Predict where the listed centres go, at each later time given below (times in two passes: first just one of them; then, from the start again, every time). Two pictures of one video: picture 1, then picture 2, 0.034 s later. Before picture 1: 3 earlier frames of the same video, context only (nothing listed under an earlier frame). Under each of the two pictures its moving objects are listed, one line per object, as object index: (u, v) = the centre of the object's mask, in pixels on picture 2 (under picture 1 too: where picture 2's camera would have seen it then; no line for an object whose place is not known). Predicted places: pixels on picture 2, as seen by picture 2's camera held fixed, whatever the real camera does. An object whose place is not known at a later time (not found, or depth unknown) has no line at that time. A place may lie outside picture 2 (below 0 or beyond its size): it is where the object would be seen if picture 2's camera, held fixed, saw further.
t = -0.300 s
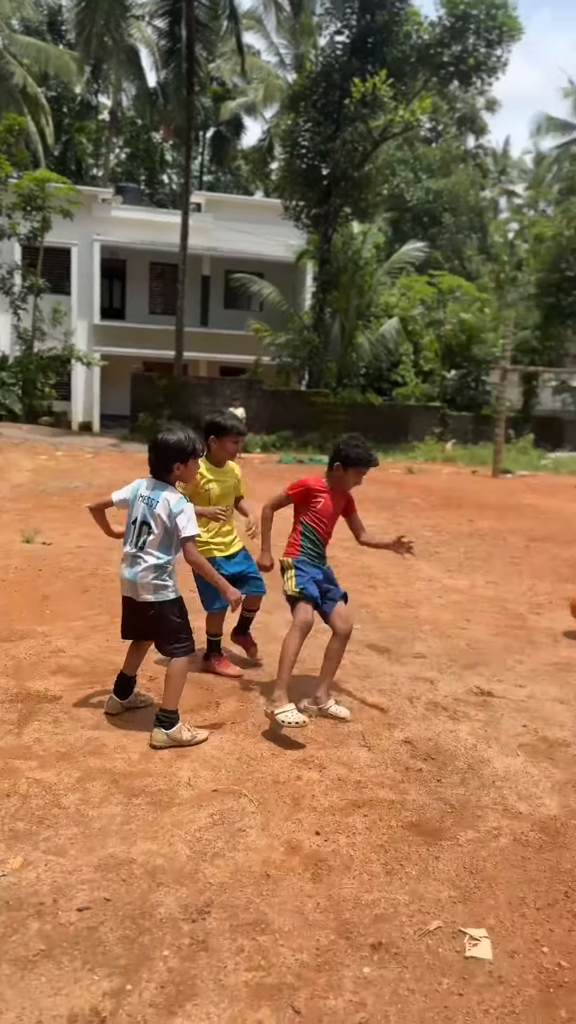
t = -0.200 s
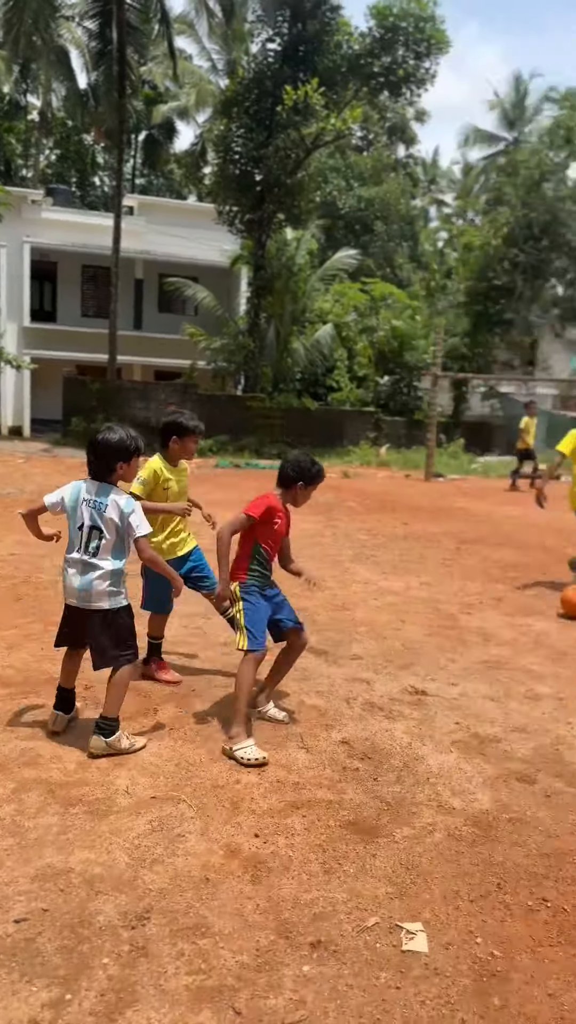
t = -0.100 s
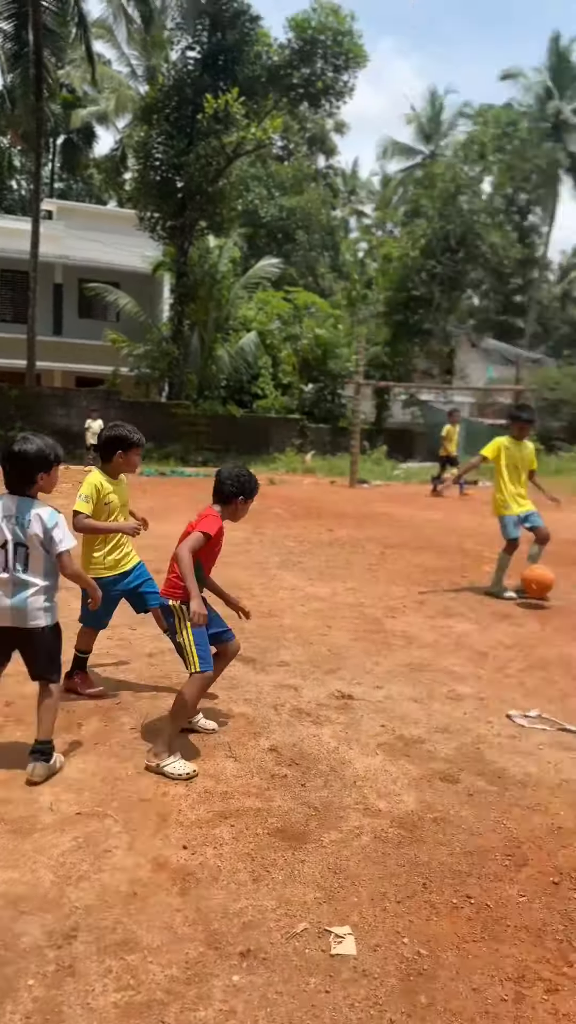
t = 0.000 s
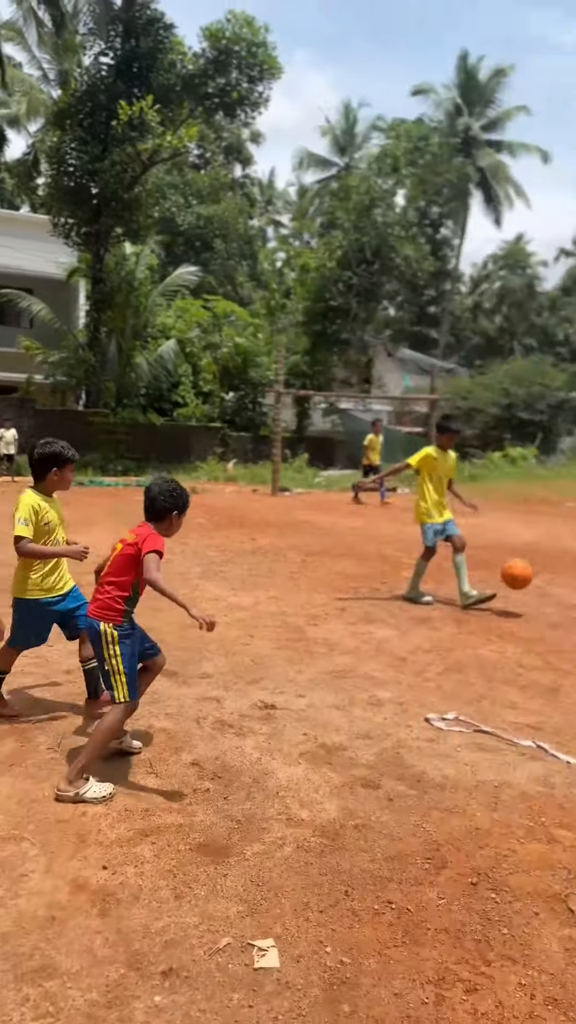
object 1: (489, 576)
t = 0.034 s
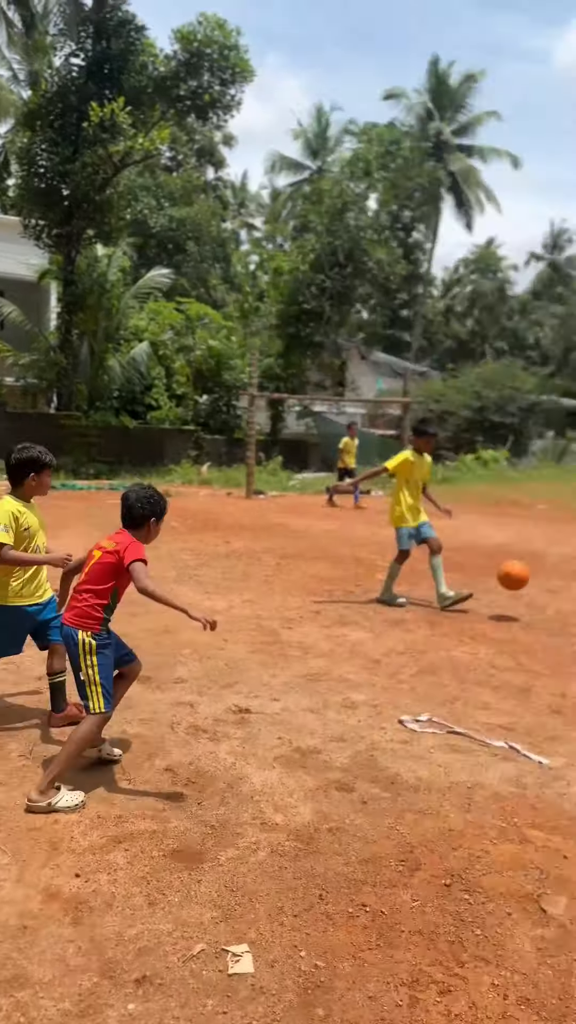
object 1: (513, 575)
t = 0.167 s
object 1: (611, 588)
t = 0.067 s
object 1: (538, 575)
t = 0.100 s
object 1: (562, 578)
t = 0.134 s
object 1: (586, 583)
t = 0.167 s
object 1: (611, 588)
